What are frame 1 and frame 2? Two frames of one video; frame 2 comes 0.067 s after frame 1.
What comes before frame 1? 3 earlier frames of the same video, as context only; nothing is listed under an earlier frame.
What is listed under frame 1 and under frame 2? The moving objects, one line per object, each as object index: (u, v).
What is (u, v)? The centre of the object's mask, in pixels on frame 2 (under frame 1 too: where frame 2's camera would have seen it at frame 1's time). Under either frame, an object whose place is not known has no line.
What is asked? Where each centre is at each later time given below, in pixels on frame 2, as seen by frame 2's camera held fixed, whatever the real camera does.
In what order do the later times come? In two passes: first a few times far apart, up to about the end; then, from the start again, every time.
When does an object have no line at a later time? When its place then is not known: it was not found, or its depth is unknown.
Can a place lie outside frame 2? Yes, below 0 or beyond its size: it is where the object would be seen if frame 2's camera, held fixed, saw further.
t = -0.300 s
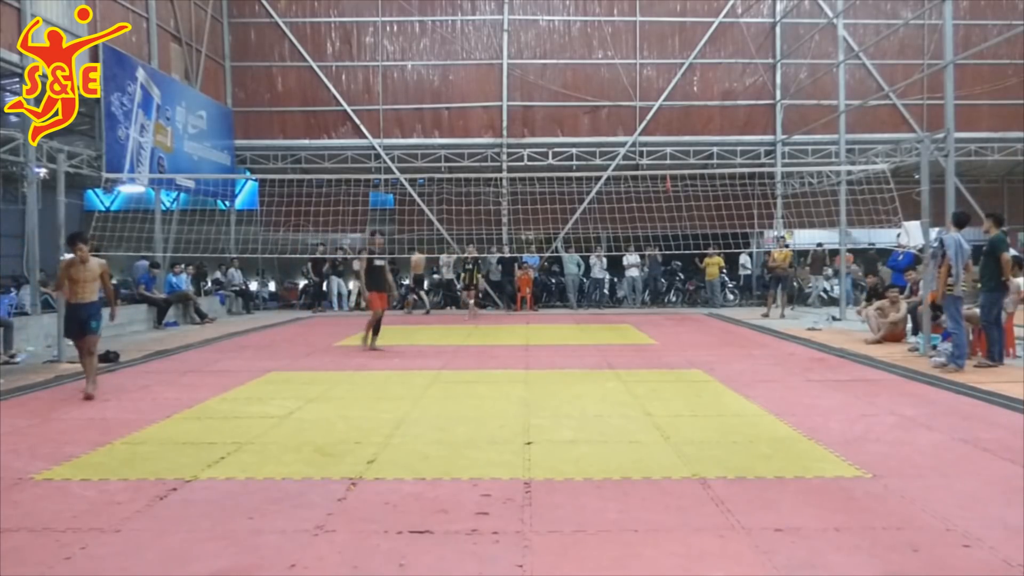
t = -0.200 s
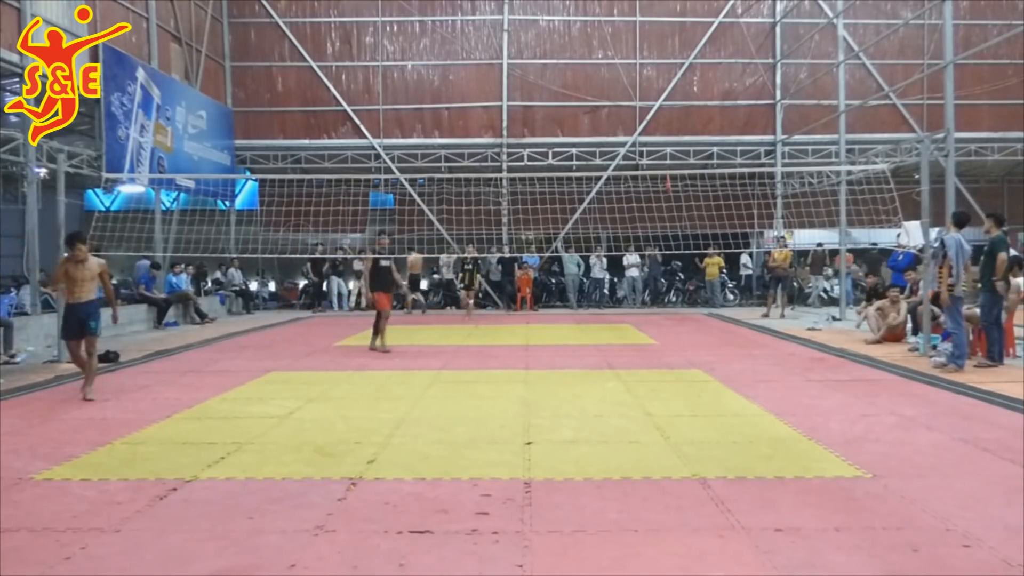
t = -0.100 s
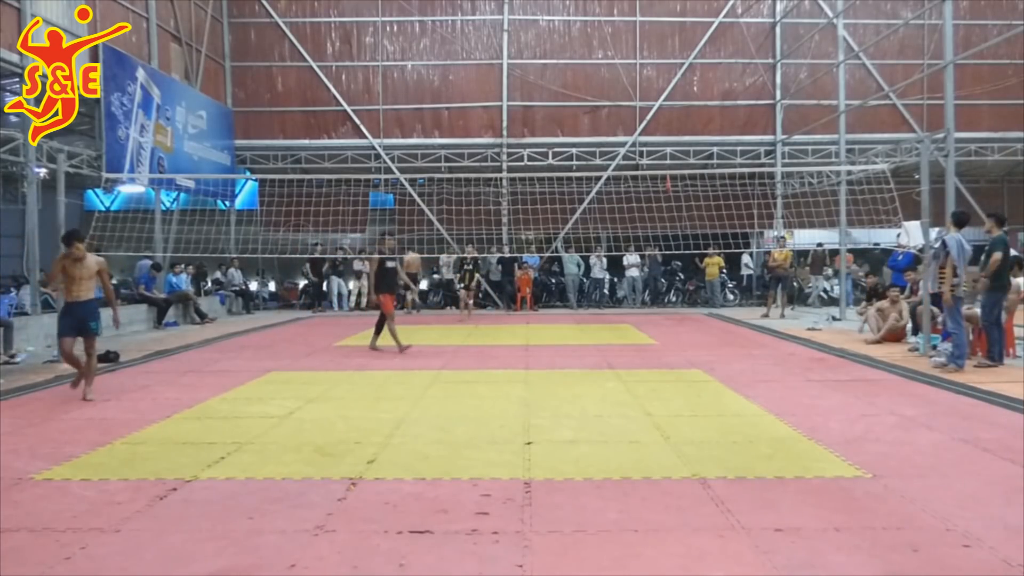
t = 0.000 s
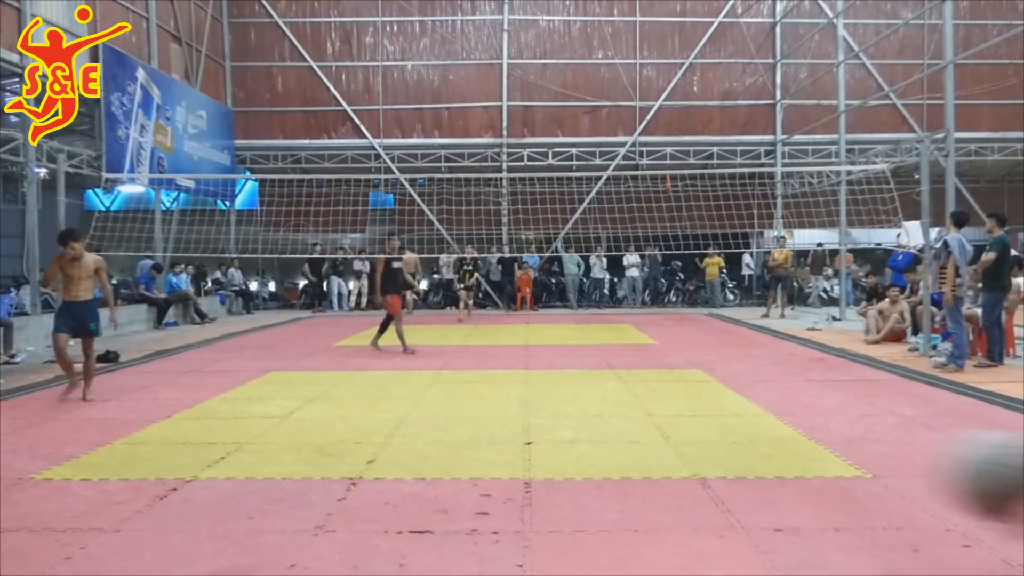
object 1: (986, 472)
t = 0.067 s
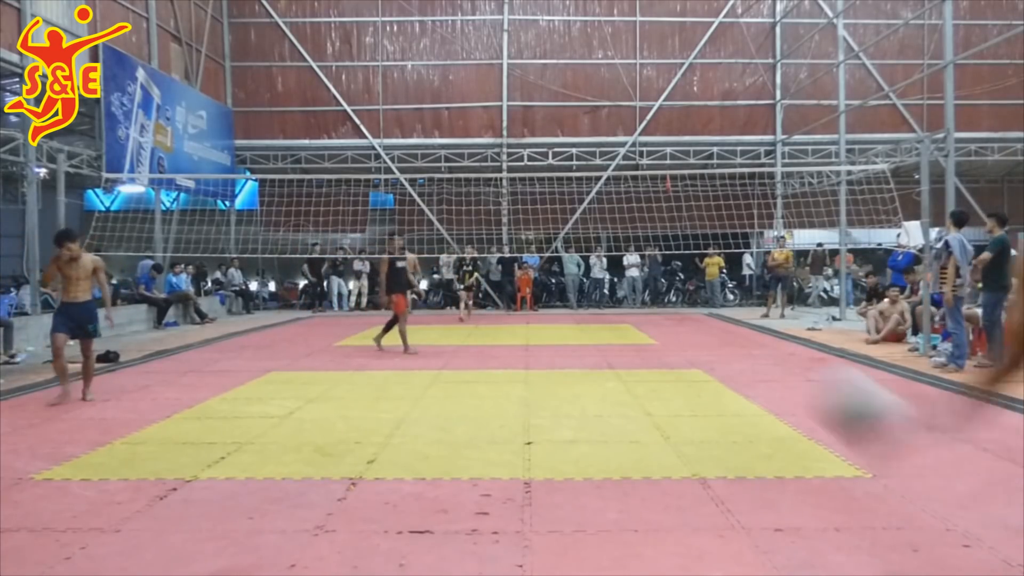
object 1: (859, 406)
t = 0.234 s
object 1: (671, 295)
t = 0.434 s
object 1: (569, 295)
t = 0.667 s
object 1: (511, 355)
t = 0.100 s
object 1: (806, 370)
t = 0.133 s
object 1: (761, 349)
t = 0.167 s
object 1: (725, 320)
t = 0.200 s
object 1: (694, 303)
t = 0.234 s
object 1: (671, 295)
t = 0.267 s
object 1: (647, 289)
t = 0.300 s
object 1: (630, 288)
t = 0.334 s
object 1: (610, 288)
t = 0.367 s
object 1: (596, 289)
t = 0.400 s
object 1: (581, 291)
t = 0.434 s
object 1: (569, 295)
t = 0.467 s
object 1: (559, 299)
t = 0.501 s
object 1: (549, 307)
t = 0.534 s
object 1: (540, 314)
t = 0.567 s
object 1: (532, 323)
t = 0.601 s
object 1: (524, 332)
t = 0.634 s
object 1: (518, 342)
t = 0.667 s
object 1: (511, 355)
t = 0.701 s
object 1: (506, 365)
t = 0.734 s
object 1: (500, 379)
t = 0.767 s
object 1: (496, 374)
